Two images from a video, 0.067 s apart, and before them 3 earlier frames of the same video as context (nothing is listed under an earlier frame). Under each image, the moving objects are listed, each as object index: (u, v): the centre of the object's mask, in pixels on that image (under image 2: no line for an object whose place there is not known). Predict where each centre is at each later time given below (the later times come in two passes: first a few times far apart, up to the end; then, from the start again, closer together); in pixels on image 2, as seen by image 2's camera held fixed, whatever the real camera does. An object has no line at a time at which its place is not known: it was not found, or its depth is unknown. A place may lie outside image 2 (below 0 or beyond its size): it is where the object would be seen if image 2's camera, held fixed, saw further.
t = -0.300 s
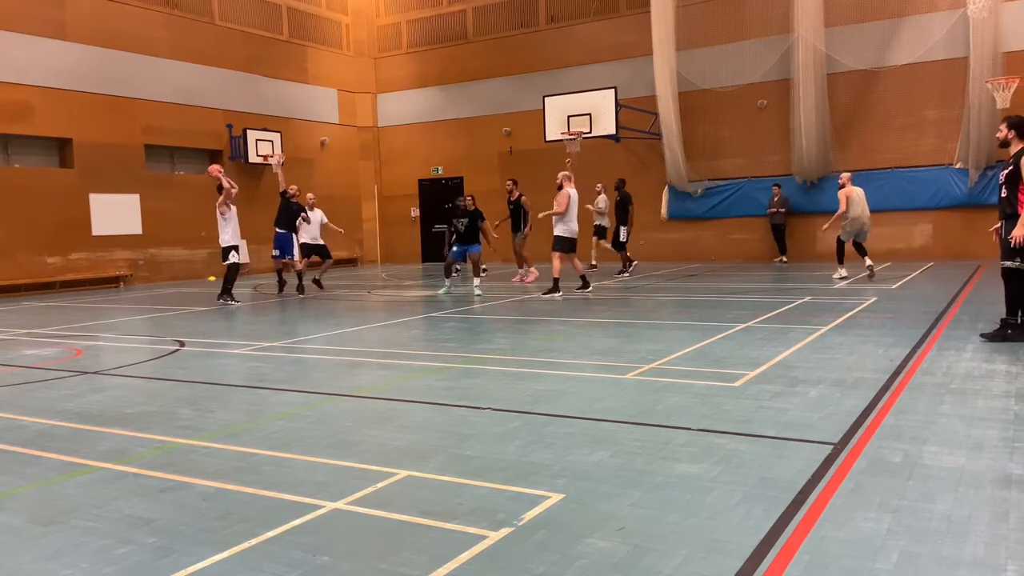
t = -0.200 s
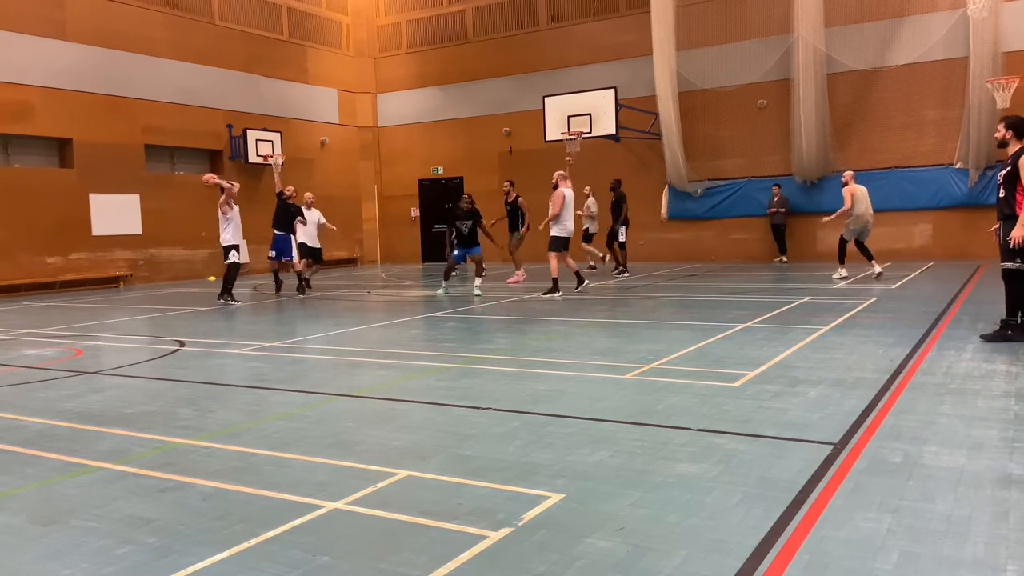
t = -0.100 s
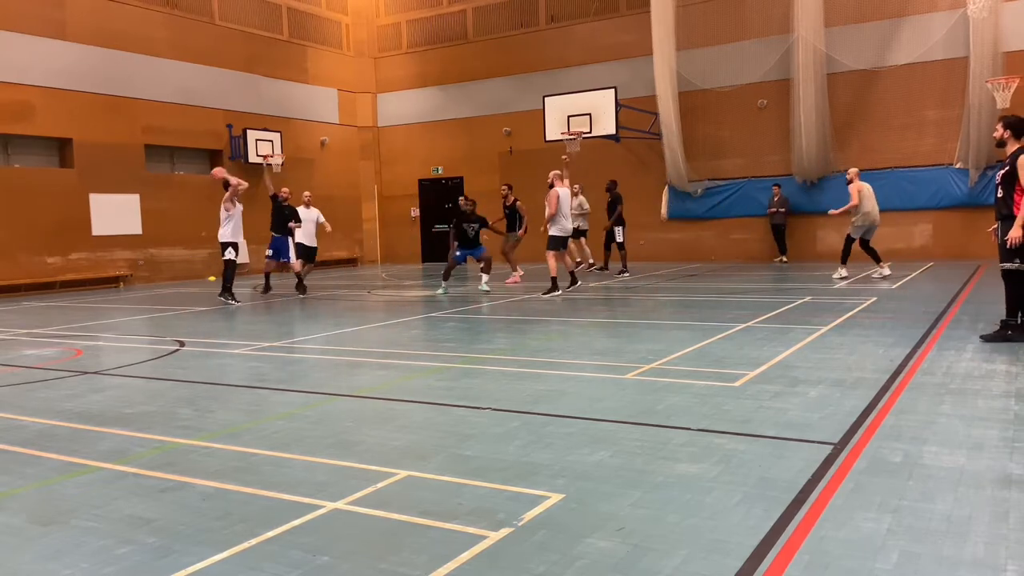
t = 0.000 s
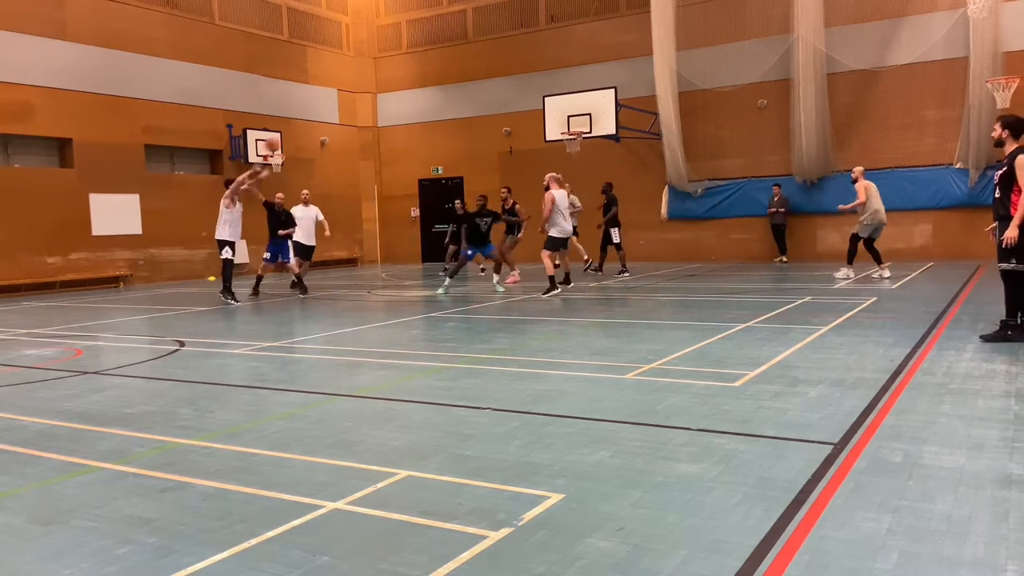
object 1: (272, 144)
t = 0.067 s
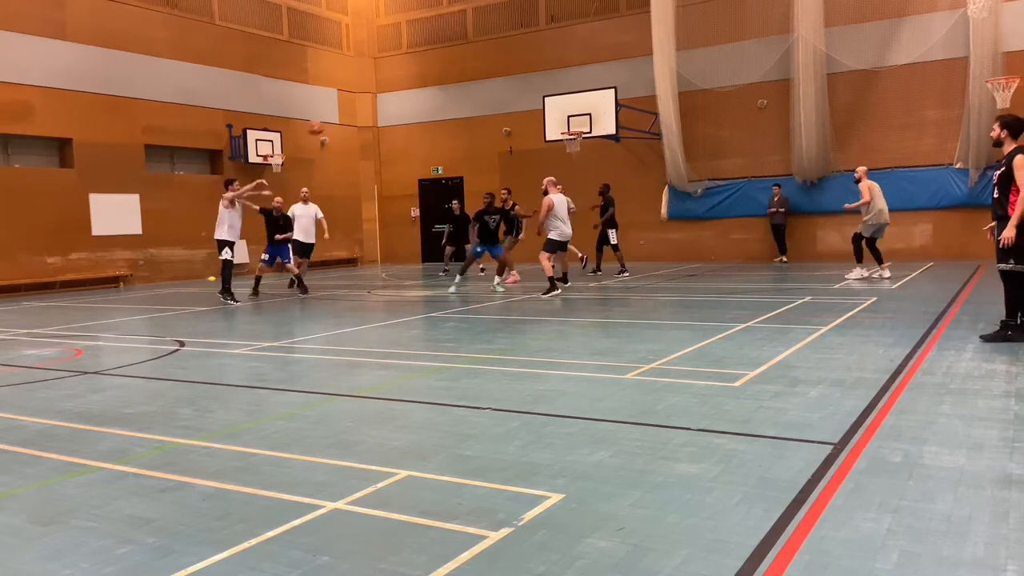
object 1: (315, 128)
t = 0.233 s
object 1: (422, 97)
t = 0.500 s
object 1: (585, 83)
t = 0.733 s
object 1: (728, 107)
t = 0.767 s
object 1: (746, 113)
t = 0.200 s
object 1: (400, 103)
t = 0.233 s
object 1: (422, 97)
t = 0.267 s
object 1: (442, 93)
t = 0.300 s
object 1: (462, 90)
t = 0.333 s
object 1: (484, 87)
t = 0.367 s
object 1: (504, 85)
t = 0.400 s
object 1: (525, 84)
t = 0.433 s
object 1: (545, 83)
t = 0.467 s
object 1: (565, 83)
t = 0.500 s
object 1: (585, 83)
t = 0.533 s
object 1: (606, 84)
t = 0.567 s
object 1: (626, 87)
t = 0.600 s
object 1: (647, 88)
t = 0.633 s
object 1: (667, 94)
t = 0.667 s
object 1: (687, 96)
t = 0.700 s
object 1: (707, 101)
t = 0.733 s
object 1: (728, 107)
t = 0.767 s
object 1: (746, 113)
